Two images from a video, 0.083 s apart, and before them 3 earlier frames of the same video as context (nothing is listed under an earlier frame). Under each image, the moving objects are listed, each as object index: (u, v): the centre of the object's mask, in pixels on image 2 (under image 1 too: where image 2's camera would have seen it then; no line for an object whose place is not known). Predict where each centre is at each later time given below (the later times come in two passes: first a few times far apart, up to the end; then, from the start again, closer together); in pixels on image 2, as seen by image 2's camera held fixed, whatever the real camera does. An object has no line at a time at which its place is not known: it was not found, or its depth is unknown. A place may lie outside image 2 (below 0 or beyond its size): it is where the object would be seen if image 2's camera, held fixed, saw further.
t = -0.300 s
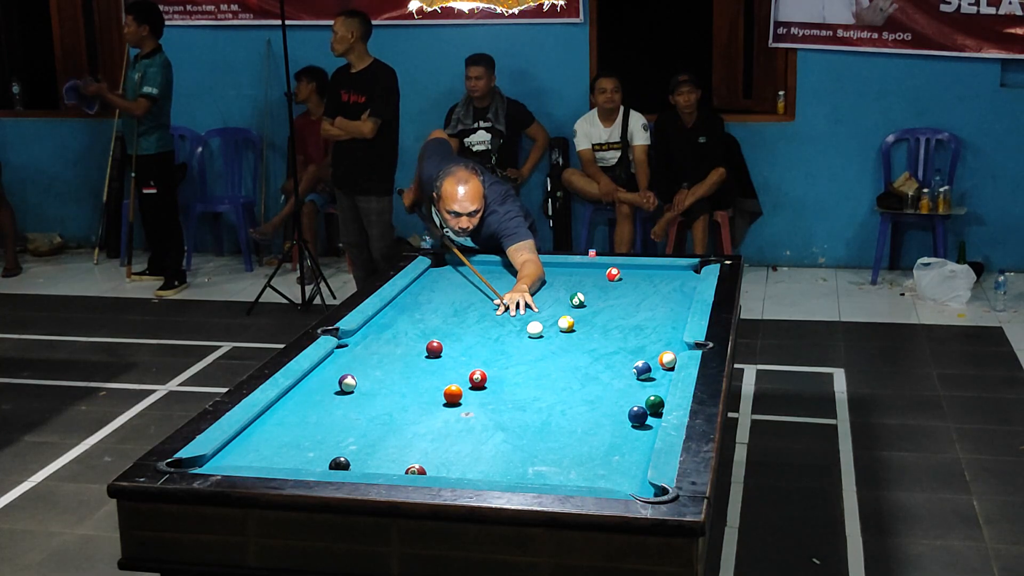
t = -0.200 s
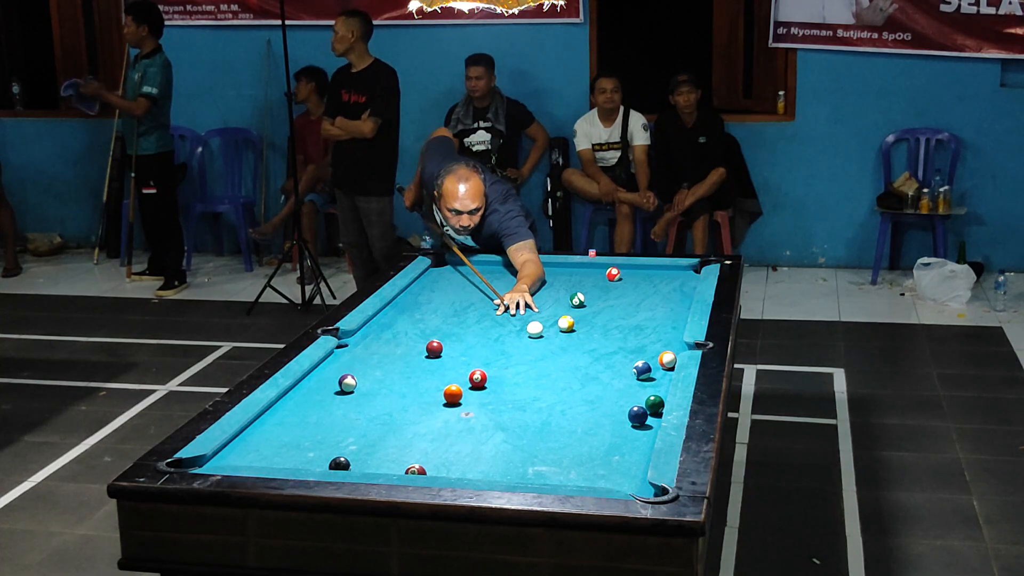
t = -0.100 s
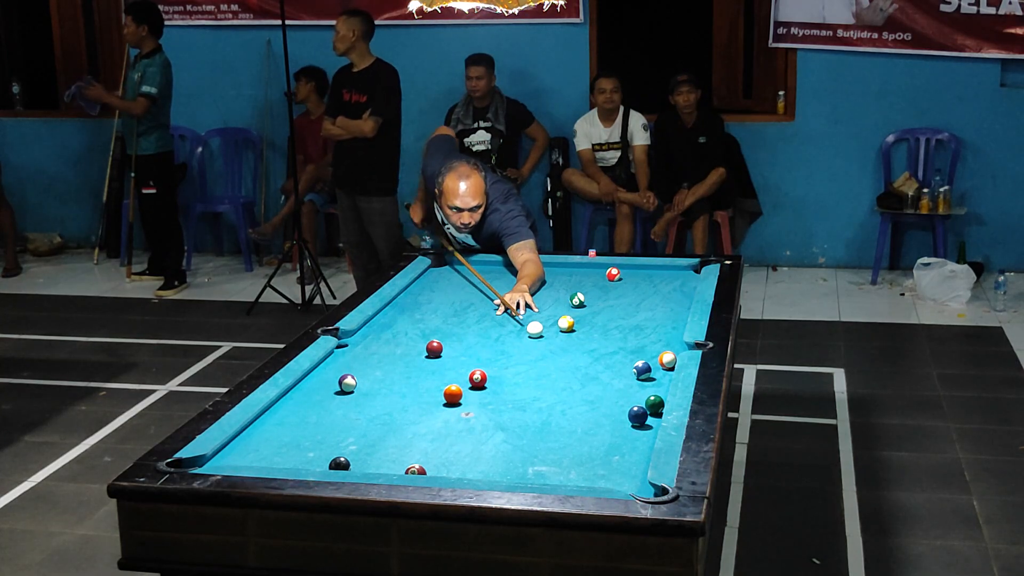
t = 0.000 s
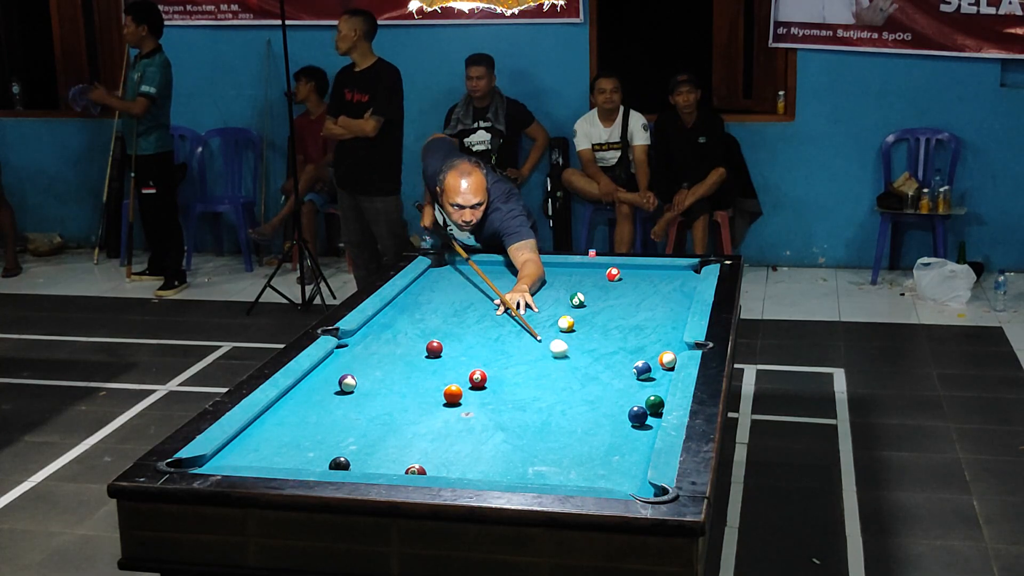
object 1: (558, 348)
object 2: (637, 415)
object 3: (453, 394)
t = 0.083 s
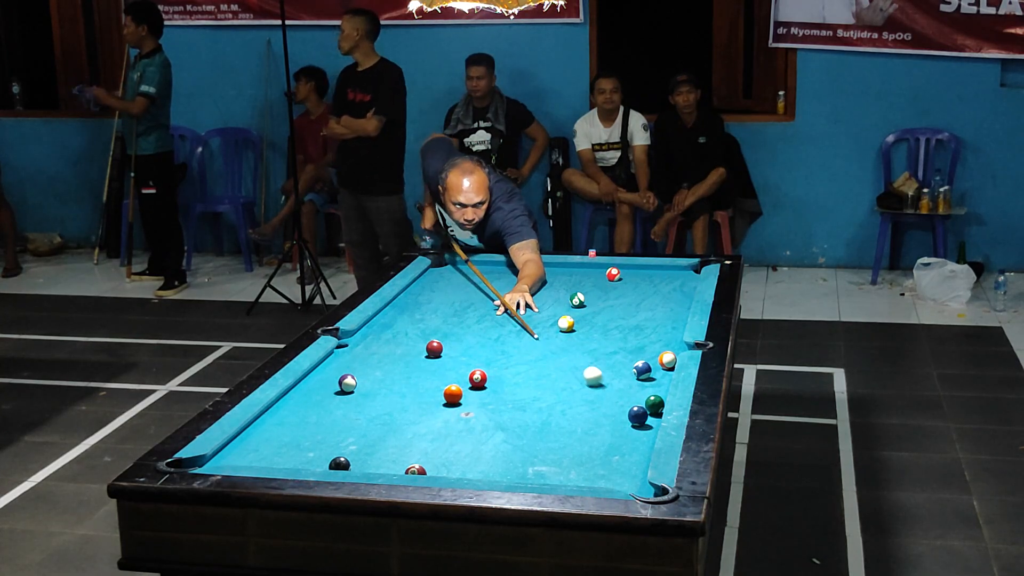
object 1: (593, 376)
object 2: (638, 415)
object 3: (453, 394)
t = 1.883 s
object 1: (641, 408)
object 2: (473, 383)
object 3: (383, 362)
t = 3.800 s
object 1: (641, 408)
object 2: (472, 383)
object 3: (432, 324)
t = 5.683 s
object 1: (641, 408)
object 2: (472, 383)
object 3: (456, 318)
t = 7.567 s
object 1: (641, 408)
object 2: (472, 383)
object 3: (456, 318)
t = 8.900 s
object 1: (641, 408)
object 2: (472, 383)
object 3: (456, 318)
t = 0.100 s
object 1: (600, 382)
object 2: (638, 415)
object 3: (453, 394)
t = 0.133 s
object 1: (614, 393)
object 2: (637, 415)
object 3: (453, 394)
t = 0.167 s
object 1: (627, 403)
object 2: (638, 415)
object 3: (453, 394)
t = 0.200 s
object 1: (637, 407)
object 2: (642, 423)
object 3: (453, 394)
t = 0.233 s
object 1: (641, 409)
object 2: (648, 434)
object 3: (453, 394)
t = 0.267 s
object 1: (643, 409)
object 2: (639, 440)
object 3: (453, 394)
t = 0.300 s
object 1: (645, 409)
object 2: (629, 446)
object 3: (453, 394)
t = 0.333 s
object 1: (647, 410)
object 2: (621, 452)
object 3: (453, 394)
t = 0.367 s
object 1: (649, 410)
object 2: (612, 457)
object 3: (453, 394)
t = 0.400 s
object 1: (651, 410)
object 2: (604, 463)
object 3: (453, 394)
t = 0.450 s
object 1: (654, 411)
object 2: (591, 471)
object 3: (453, 394)
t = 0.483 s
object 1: (654, 411)
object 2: (582, 476)
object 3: (453, 394)
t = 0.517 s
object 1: (653, 411)
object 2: (574, 479)
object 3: (453, 394)
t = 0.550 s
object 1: (653, 411)
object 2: (565, 478)
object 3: (453, 394)
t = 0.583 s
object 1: (652, 411)
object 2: (558, 475)
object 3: (453, 394)
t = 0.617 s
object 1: (651, 410)
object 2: (551, 471)
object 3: (453, 394)
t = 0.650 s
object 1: (650, 410)
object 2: (545, 467)
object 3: (453, 394)
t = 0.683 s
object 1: (649, 410)
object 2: (540, 462)
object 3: (453, 394)
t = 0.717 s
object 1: (648, 410)
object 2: (534, 456)
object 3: (453, 394)
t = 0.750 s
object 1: (647, 410)
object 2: (528, 453)
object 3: (453, 394)
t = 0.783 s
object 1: (646, 410)
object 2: (523, 448)
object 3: (453, 394)
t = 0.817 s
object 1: (646, 409)
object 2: (517, 443)
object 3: (453, 394)
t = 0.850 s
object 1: (645, 409)
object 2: (512, 439)
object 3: (453, 394)
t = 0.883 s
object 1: (644, 409)
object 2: (507, 435)
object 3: (453, 394)
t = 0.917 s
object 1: (643, 409)
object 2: (502, 431)
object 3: (453, 394)
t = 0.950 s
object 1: (643, 409)
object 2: (497, 427)
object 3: (453, 394)
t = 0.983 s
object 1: (642, 409)
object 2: (492, 423)
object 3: (453, 394)
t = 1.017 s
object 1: (642, 409)
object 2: (487, 420)
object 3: (453, 394)
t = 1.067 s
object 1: (642, 409)
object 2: (481, 414)
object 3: (453, 394)
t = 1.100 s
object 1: (641, 408)
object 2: (476, 411)
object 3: (453, 394)
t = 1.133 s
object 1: (641, 408)
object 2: (472, 407)
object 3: (453, 394)
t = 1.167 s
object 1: (641, 408)
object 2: (467, 404)
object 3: (452, 394)
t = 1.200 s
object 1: (641, 408)
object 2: (463, 400)
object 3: (451, 393)
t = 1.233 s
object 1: (641, 408)
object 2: (465, 399)
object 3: (448, 392)
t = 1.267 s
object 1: (641, 408)
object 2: (465, 398)
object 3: (444, 390)
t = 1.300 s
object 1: (641, 408)
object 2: (466, 397)
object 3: (440, 388)
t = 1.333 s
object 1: (641, 408)
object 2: (466, 396)
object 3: (436, 386)
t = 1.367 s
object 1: (641, 408)
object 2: (467, 395)
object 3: (432, 385)
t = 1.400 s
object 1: (641, 408)
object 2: (468, 394)
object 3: (429, 383)
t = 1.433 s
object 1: (641, 408)
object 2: (468, 393)
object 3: (425, 382)
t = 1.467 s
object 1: (641, 408)
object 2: (469, 391)
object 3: (422, 380)
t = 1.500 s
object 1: (641, 408)
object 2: (469, 390)
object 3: (418, 378)
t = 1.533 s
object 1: (641, 408)
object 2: (470, 390)
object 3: (415, 377)
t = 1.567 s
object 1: (641, 408)
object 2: (471, 388)
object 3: (412, 375)
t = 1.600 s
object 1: (641, 408)
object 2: (471, 388)
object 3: (409, 374)
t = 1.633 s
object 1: (641, 408)
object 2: (471, 386)
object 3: (405, 372)
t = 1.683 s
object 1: (641, 408)
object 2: (472, 385)
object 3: (401, 370)
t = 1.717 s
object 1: (641, 408)
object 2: (473, 384)
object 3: (398, 369)
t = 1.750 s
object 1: (641, 408)
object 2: (473, 385)
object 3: (395, 368)
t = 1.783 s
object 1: (641, 408)
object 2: (473, 384)
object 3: (392, 366)
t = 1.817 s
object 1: (641, 408)
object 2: (473, 384)
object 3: (389, 365)
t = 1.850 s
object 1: (641, 408)
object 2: (473, 384)
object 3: (386, 363)
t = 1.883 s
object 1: (641, 408)
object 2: (473, 383)
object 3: (383, 362)
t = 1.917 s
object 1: (641, 408)
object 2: (473, 383)
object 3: (380, 361)
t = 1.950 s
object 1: (641, 408)
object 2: (473, 383)
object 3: (377, 360)
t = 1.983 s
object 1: (641, 408)
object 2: (473, 383)
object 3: (375, 359)
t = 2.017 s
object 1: (641, 408)
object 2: (473, 383)
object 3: (372, 357)
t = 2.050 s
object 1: (641, 408)
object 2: (473, 383)
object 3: (369, 356)
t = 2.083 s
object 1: (641, 408)
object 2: (473, 383)
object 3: (367, 355)
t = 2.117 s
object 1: (641, 408)
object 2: (473, 383)
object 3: (364, 354)
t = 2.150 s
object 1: (641, 408)
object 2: (472, 383)
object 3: (362, 352)
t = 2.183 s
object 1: (641, 408)
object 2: (472, 383)
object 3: (359, 351)
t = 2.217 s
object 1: (641, 408)
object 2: (472, 383)
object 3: (357, 350)
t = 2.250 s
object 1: (641, 408)
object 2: (472, 383)
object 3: (354, 349)
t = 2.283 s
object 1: (641, 408)
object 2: (472, 383)
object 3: (352, 348)
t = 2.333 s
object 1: (641, 408)
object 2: (472, 383)
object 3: (348, 346)
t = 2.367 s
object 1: (641, 408)
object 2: (472, 383)
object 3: (346, 345)
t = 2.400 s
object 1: (641, 408)
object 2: (472, 383)
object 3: (347, 344)
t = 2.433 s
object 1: (641, 408)
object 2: (472, 383)
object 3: (350, 344)
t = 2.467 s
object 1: (641, 408)
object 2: (472, 383)
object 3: (353, 343)
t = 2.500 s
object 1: (641, 408)
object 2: (472, 383)
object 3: (355, 343)
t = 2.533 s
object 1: (641, 408)
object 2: (472, 383)
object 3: (358, 342)
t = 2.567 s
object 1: (641, 408)
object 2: (472, 383)
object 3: (360, 341)
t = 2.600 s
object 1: (641, 408)
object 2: (472, 383)
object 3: (363, 341)
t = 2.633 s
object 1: (641, 408)
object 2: (472, 383)
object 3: (365, 340)
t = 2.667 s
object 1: (641, 408)
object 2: (472, 383)
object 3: (368, 340)
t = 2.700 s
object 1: (641, 408)
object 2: (472, 383)
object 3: (370, 339)
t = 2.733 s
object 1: (641, 408)
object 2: (472, 383)
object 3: (373, 338)
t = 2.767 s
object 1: (641, 408)
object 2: (472, 383)
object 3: (375, 338)
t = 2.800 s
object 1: (641, 408)
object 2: (472, 383)
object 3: (377, 337)
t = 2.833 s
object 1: (641, 408)
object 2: (472, 383)
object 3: (380, 337)
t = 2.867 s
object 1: (641, 408)
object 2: (472, 383)
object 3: (382, 336)
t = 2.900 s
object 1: (641, 408)
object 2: (472, 383)
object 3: (384, 336)
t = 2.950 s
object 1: (641, 408)
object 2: (472, 383)
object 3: (388, 335)
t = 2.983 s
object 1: (641, 408)
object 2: (472, 383)
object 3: (390, 334)
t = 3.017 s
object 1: (641, 408)
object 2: (472, 383)
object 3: (392, 334)
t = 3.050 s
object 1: (641, 408)
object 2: (472, 383)
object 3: (394, 333)
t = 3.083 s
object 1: (641, 408)
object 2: (472, 383)
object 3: (396, 333)
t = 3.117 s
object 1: (641, 408)
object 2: (472, 383)
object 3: (398, 332)
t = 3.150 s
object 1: (641, 408)
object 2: (472, 383)
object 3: (400, 332)
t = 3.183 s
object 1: (641, 408)
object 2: (472, 383)
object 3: (402, 331)
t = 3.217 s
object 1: (641, 408)
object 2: (472, 383)
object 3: (404, 331)
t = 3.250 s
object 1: (641, 408)
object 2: (472, 383)
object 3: (406, 330)
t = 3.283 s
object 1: (641, 408)
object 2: (472, 383)
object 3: (408, 330)
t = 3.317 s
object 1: (641, 408)
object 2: (472, 383)
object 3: (410, 329)
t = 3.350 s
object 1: (641, 408)
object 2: (472, 383)
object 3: (412, 329)
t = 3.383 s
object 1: (641, 408)
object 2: (472, 383)
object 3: (413, 329)
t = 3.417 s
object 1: (641, 408)
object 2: (472, 383)
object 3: (415, 328)
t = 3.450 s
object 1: (641, 408)
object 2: (472, 383)
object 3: (417, 328)
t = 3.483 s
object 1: (641, 408)
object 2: (472, 383)
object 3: (418, 327)
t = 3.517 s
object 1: (641, 408)
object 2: (472, 383)
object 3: (420, 327)
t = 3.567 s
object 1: (641, 408)
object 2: (472, 383)
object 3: (422, 327)
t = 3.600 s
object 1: (641, 408)
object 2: (472, 383)
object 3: (424, 326)
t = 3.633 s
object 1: (641, 408)
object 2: (472, 383)
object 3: (425, 326)
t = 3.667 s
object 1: (641, 408)
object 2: (472, 383)
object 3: (426, 326)
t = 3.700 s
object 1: (641, 408)
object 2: (472, 383)
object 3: (428, 325)
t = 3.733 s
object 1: (641, 408)
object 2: (472, 383)
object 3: (429, 325)
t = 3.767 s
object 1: (641, 408)
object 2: (472, 383)
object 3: (431, 325)
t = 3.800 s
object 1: (641, 408)
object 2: (472, 383)
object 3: (432, 324)
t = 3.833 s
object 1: (641, 408)
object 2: (472, 383)
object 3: (433, 324)
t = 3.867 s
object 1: (641, 408)
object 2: (472, 383)
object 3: (435, 324)
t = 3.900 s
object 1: (641, 408)
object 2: (472, 383)
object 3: (436, 323)
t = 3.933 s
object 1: (641, 408)
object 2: (472, 383)
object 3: (437, 323)
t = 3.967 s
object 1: (641, 408)
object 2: (472, 383)
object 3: (438, 323)
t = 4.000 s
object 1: (641, 408)
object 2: (472, 383)
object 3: (439, 323)
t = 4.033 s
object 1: (641, 408)
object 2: (472, 383)
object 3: (440, 322)
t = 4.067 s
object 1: (641, 408)
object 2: (472, 383)
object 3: (441, 322)
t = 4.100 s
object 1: (641, 408)
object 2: (472, 383)
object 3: (442, 322)
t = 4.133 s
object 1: (641, 408)
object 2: (472, 383)
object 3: (443, 321)
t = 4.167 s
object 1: (641, 408)
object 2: (472, 383)
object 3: (444, 321)
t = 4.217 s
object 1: (641, 408)
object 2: (472, 383)
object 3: (445, 321)
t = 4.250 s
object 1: (641, 408)
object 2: (472, 383)
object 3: (446, 321)
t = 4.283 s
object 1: (641, 408)
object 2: (472, 383)
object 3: (447, 320)
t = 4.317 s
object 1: (641, 408)
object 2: (472, 383)
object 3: (447, 320)
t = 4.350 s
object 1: (641, 408)
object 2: (472, 383)
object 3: (448, 320)
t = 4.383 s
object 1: (641, 408)
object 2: (472, 383)
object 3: (449, 320)
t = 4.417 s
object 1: (641, 408)
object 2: (472, 383)
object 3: (450, 320)
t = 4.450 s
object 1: (641, 408)
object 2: (472, 383)
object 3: (450, 320)
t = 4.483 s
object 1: (641, 408)
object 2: (472, 383)
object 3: (451, 319)
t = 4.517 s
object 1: (641, 408)
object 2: (472, 383)
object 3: (451, 319)
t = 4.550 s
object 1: (641, 408)
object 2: (472, 383)
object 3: (452, 319)
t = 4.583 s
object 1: (641, 408)
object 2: (472, 383)
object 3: (452, 319)
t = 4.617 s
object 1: (641, 408)
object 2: (472, 383)
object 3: (453, 319)
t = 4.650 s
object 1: (641, 408)
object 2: (472, 383)
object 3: (453, 319)
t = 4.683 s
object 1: (641, 408)
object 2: (472, 383)
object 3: (454, 318)
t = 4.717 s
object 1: (641, 408)
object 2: (472, 383)
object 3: (454, 318)
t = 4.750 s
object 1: (641, 408)
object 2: (472, 383)
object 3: (454, 318)
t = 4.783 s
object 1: (641, 408)
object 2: (472, 383)
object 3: (455, 318)
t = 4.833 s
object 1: (641, 408)
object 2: (472, 383)
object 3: (455, 318)
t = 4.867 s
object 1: (641, 408)
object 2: (472, 383)
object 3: (455, 318)
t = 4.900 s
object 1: (641, 408)
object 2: (472, 383)
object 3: (456, 318)
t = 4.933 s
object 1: (641, 408)
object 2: (472, 383)
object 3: (456, 318)
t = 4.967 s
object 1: (641, 408)
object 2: (472, 383)
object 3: (456, 318)
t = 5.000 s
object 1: (641, 408)
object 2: (472, 383)
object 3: (456, 318)
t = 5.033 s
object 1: (641, 408)
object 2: (472, 383)
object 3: (456, 318)
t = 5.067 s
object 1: (641, 408)
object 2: (472, 383)
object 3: (456, 318)
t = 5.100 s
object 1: (641, 408)
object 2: (472, 383)
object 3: (456, 318)
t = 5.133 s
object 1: (641, 408)
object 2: (472, 383)
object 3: (456, 318)
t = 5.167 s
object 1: (641, 408)
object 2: (472, 383)
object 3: (456, 318)
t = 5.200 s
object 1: (641, 408)
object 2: (472, 383)
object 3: (456, 318)
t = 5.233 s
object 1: (641, 408)
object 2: (472, 383)
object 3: (456, 318)
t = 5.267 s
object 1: (641, 408)
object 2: (472, 383)
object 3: (456, 318)
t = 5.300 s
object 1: (641, 408)
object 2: (472, 383)
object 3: (456, 318)
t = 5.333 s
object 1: (641, 408)
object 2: (472, 383)
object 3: (456, 318)
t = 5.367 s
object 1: (641, 408)
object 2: (472, 383)
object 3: (456, 318)
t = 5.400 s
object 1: (641, 408)
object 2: (472, 383)
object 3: (456, 318)
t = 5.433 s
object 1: (641, 408)
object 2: (472, 383)
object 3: (456, 318)
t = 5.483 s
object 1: (641, 408)
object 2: (472, 383)
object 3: (456, 318)
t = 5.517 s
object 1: (641, 408)
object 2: (472, 383)
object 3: (456, 318)
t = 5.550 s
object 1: (641, 408)
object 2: (472, 383)
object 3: (456, 318)
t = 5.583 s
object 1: (641, 408)
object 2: (472, 383)
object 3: (456, 318)
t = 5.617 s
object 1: (641, 408)
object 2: (472, 383)
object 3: (456, 318)
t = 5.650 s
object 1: (641, 408)
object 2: (472, 383)
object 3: (456, 318)
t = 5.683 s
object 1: (641, 408)
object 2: (472, 383)
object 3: (456, 318)
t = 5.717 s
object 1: (641, 408)
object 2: (472, 383)
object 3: (456, 318)
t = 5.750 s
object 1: (641, 408)
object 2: (472, 383)
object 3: (456, 318)
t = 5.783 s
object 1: (641, 408)
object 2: (472, 383)
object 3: (456, 318)
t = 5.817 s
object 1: (641, 408)
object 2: (472, 383)
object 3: (456, 318)
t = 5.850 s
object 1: (641, 408)
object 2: (472, 383)
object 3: (456, 318)
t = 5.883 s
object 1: (641, 408)
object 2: (472, 383)
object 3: (456, 318)
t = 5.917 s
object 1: (641, 408)
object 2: (472, 383)
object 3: (456, 318)
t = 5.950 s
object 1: (641, 408)
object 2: (472, 383)
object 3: (456, 318)
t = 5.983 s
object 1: (641, 408)
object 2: (472, 383)
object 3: (456, 318)
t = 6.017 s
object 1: (641, 408)
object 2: (472, 383)
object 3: (456, 318)
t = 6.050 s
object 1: (641, 408)
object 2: (472, 383)
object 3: (456, 318)
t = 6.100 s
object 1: (641, 408)
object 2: (472, 383)
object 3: (456, 318)
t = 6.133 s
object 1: (641, 408)
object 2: (472, 383)
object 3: (456, 318)
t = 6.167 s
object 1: (641, 408)
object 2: (472, 383)
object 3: (456, 318)
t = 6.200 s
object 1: (641, 408)
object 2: (472, 383)
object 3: (456, 318)
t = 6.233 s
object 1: (641, 408)
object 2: (472, 383)
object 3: (456, 318)
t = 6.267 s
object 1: (641, 408)
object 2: (472, 383)
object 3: (456, 318)
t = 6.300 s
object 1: (641, 408)
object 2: (472, 383)
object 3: (456, 318)
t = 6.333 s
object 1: (641, 408)
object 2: (472, 383)
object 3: (456, 318)
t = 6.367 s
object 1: (641, 408)
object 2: (472, 383)
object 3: (456, 318)
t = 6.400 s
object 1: (641, 408)
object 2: (472, 383)
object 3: (456, 318)
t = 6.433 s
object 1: (641, 408)
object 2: (472, 383)
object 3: (456, 318)
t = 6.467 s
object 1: (641, 408)
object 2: (472, 383)
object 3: (456, 318)
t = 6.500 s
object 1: (641, 408)
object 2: (472, 383)
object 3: (456, 318)
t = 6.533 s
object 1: (641, 408)
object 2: (472, 383)
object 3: (456, 318)
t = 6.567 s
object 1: (641, 408)
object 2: (472, 383)
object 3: (456, 318)
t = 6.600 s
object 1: (641, 408)
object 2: (472, 383)
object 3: (456, 318)
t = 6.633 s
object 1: (641, 408)
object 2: (472, 383)
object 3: (456, 318)
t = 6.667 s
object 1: (641, 408)
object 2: (472, 383)
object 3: (456, 318)
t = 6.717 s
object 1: (641, 408)
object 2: (472, 383)
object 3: (456, 318)
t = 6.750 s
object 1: (641, 408)
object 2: (472, 383)
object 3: (456, 318)
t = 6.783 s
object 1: (641, 408)
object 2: (472, 383)
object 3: (456, 318)
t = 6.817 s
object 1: (641, 408)
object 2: (472, 383)
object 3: (456, 318)
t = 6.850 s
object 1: (641, 408)
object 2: (472, 383)
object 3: (456, 318)
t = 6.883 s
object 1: (641, 408)
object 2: (472, 383)
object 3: (456, 318)
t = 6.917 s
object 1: (641, 408)
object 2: (472, 383)
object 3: (456, 318)
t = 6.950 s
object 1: (641, 408)
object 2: (472, 383)
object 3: (456, 318)
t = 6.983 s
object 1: (641, 408)
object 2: (472, 383)
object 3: (456, 318)
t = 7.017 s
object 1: (641, 408)
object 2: (472, 383)
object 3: (456, 318)
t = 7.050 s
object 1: (641, 408)
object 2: (472, 383)
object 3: (456, 318)
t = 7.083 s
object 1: (641, 408)
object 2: (472, 383)
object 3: (456, 318)
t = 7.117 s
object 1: (641, 408)
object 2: (472, 383)
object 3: (456, 318)
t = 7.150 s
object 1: (641, 408)
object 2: (472, 383)
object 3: (456, 318)
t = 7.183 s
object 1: (641, 408)
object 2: (472, 383)
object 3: (456, 318)
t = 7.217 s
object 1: (641, 408)
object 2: (472, 383)
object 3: (456, 318)
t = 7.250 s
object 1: (641, 408)
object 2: (472, 383)
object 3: (456, 318)
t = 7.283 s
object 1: (641, 408)
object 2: (472, 383)
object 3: (456, 318)
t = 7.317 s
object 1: (641, 408)
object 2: (472, 383)
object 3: (456, 318)
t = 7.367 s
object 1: (641, 408)
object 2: (472, 383)
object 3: (456, 318)
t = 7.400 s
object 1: (641, 408)
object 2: (472, 383)
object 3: (456, 318)
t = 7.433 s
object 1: (641, 408)
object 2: (472, 383)
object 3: (456, 318)
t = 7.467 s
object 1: (641, 408)
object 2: (472, 383)
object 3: (456, 318)
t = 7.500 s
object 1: (641, 408)
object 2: (472, 383)
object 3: (456, 318)
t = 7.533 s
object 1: (641, 408)
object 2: (472, 383)
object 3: (456, 318)
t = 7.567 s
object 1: (641, 408)
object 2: (472, 383)
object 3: (456, 318)
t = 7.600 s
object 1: (641, 408)
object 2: (472, 383)
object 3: (456, 318)
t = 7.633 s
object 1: (641, 408)
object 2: (472, 383)
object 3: (456, 318)
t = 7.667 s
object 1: (641, 408)
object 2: (472, 383)
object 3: (456, 318)
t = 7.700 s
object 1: (641, 408)
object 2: (472, 383)
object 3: (456, 318)
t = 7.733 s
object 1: (641, 408)
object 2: (472, 383)
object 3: (456, 318)
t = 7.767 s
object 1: (641, 408)
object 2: (472, 383)
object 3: (456, 318)
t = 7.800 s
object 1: (641, 408)
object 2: (472, 383)
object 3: (456, 318)
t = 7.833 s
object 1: (641, 408)
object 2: (472, 383)
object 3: (456, 318)
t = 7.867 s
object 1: (641, 408)
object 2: (472, 383)
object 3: (456, 318)
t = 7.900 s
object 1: (641, 408)
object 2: (472, 383)
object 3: (456, 318)
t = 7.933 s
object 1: (641, 408)
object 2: (472, 383)
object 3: (456, 318)
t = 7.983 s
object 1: (641, 408)
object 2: (472, 383)
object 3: (456, 318)
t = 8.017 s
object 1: (641, 408)
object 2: (472, 383)
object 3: (456, 318)
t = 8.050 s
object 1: (641, 408)
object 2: (472, 383)
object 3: (456, 318)
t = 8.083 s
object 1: (641, 408)
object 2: (472, 383)
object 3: (456, 318)
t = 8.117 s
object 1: (641, 408)
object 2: (472, 383)
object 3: (456, 318)
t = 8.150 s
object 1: (641, 408)
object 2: (472, 383)
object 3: (456, 318)
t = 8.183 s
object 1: (641, 408)
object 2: (472, 383)
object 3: (456, 318)
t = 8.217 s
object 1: (641, 408)
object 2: (472, 383)
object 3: (456, 318)
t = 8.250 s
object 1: (641, 408)
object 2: (472, 383)
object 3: (456, 318)
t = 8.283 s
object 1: (641, 408)
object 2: (472, 383)
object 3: (456, 318)
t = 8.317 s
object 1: (641, 408)
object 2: (472, 383)
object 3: (456, 318)
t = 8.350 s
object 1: (641, 408)
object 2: (472, 383)
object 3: (456, 318)
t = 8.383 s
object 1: (641, 408)
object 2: (472, 383)
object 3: (456, 318)
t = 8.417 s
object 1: (641, 408)
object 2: (472, 383)
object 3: (456, 318)
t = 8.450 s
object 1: (641, 408)
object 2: (472, 383)
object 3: (456, 318)
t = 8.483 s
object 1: (641, 408)
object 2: (472, 383)
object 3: (456, 318)
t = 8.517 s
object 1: (641, 408)
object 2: (472, 383)
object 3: (456, 318)
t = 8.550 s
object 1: (641, 408)
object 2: (472, 383)
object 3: (456, 318)
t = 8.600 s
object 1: (641, 408)
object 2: (472, 383)
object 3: (456, 318)
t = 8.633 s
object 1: (641, 408)
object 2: (472, 383)
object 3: (456, 318)
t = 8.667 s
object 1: (641, 408)
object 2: (472, 383)
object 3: (456, 318)
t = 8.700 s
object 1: (641, 408)
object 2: (472, 383)
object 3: (456, 318)
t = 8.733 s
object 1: (641, 408)
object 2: (472, 383)
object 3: (456, 318)
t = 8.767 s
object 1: (641, 408)
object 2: (472, 383)
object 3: (456, 318)
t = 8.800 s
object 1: (641, 408)
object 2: (472, 383)
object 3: (456, 318)
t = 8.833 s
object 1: (641, 408)
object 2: (472, 383)
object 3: (456, 318)
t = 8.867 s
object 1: (641, 408)
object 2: (472, 383)
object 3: (457, 318)
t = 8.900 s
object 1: (641, 408)
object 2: (472, 383)
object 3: (456, 318)
